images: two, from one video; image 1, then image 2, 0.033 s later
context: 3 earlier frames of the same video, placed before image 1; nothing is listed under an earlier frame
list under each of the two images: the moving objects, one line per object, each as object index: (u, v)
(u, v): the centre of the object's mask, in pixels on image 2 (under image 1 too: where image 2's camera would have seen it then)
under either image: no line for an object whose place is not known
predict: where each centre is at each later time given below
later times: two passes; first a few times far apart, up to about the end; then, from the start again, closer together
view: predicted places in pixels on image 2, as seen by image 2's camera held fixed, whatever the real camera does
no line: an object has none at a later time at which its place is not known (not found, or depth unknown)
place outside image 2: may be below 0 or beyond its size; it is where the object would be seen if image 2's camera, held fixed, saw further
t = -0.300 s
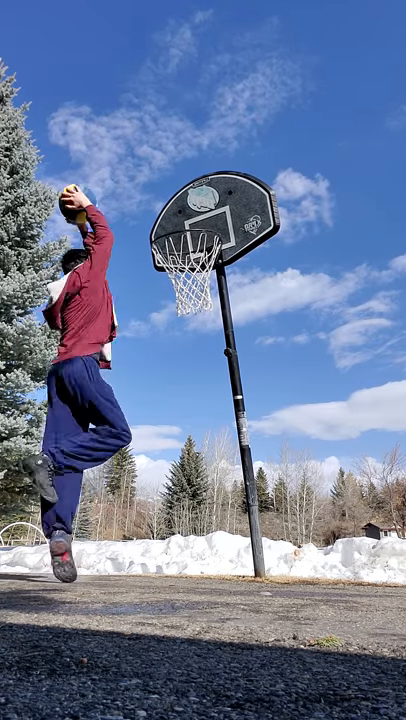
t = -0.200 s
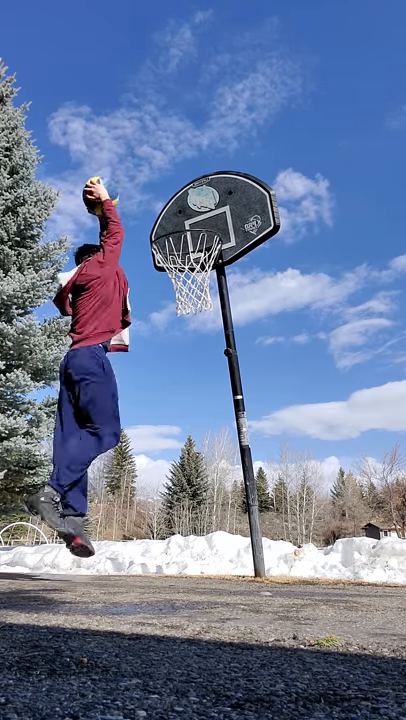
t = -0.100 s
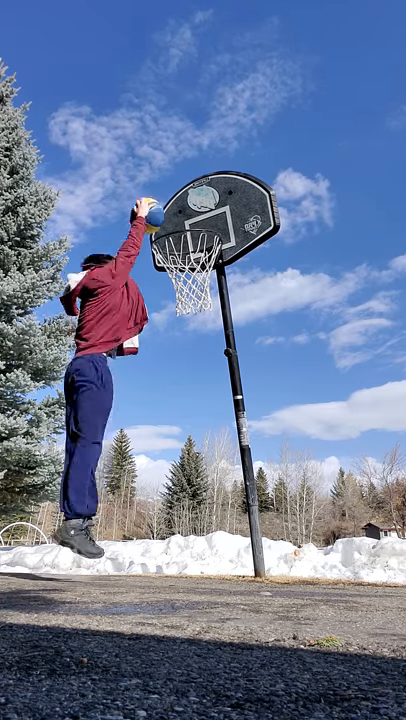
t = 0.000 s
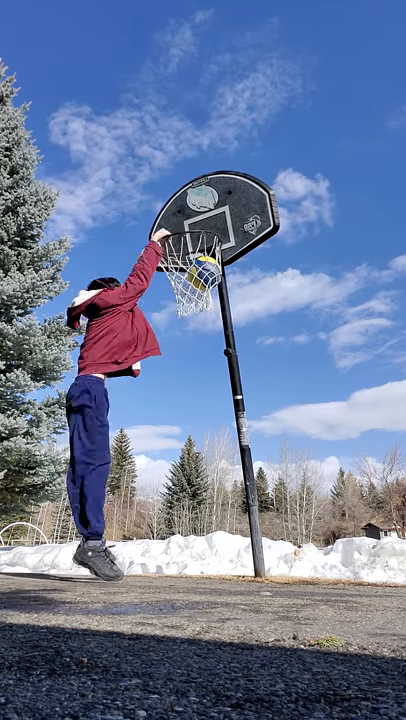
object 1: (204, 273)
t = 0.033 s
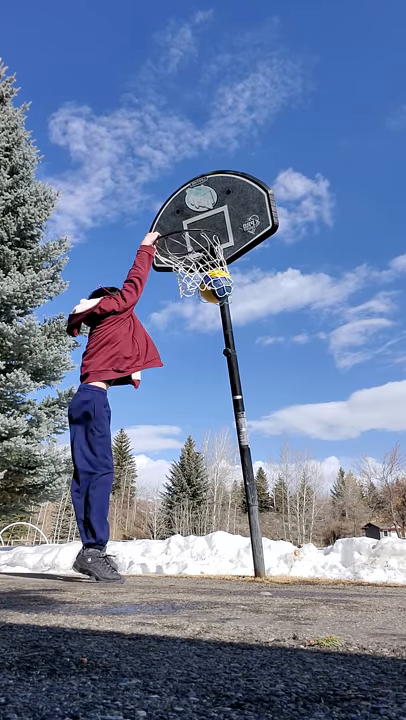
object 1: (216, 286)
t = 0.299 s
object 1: (280, 405)
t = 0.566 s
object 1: (335, 529)
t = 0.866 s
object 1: (340, 432)
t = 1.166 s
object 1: (356, 462)
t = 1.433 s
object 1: (380, 539)
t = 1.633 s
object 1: (393, 476)
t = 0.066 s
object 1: (223, 296)
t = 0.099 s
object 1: (231, 307)
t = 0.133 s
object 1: (238, 320)
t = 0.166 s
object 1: (247, 335)
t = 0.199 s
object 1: (255, 351)
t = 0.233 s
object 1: (263, 367)
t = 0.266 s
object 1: (271, 385)
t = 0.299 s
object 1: (280, 405)
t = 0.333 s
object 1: (288, 427)
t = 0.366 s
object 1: (297, 450)
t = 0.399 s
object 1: (306, 475)
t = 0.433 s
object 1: (316, 503)
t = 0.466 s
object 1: (325, 532)
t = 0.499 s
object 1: (334, 563)
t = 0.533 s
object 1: (335, 549)
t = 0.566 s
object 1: (335, 529)
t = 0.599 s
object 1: (336, 511)
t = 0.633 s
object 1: (335, 495)
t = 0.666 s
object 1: (335, 481)
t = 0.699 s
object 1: (336, 469)
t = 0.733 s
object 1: (337, 458)
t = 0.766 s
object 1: (337, 449)
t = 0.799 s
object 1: (338, 442)
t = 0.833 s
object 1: (339, 436)
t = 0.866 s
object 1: (340, 432)
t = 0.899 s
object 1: (341, 429)
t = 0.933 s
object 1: (342, 427)
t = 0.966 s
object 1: (344, 428)
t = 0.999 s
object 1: (346, 429)
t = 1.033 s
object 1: (347, 433)
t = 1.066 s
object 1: (349, 438)
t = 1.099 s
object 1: (351, 444)
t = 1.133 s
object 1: (353, 452)
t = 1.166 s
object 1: (356, 462)
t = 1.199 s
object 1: (359, 474)
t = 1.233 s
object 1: (361, 487)
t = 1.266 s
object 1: (365, 503)
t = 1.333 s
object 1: (372, 540)
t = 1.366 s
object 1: (376, 563)
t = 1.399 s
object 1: (378, 557)
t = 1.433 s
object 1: (380, 539)
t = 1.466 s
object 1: (383, 524)
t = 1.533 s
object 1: (387, 499)
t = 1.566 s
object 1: (390, 490)
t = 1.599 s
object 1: (391, 482)
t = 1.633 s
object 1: (393, 476)
